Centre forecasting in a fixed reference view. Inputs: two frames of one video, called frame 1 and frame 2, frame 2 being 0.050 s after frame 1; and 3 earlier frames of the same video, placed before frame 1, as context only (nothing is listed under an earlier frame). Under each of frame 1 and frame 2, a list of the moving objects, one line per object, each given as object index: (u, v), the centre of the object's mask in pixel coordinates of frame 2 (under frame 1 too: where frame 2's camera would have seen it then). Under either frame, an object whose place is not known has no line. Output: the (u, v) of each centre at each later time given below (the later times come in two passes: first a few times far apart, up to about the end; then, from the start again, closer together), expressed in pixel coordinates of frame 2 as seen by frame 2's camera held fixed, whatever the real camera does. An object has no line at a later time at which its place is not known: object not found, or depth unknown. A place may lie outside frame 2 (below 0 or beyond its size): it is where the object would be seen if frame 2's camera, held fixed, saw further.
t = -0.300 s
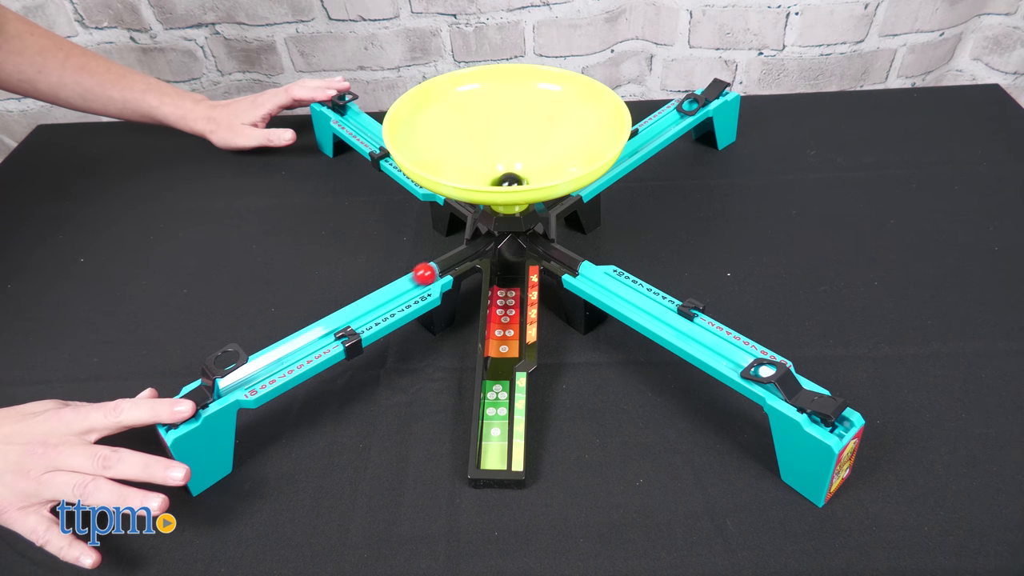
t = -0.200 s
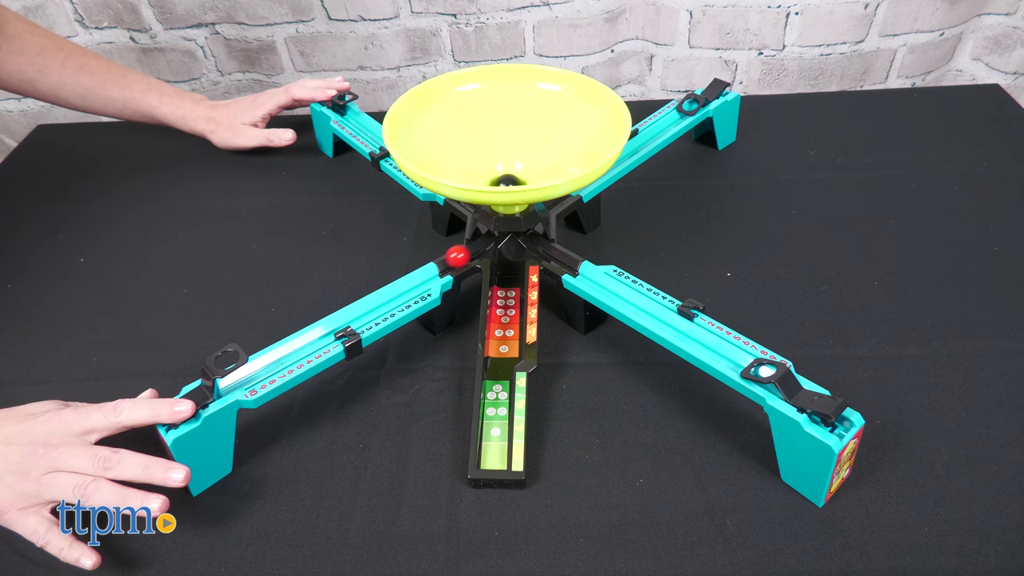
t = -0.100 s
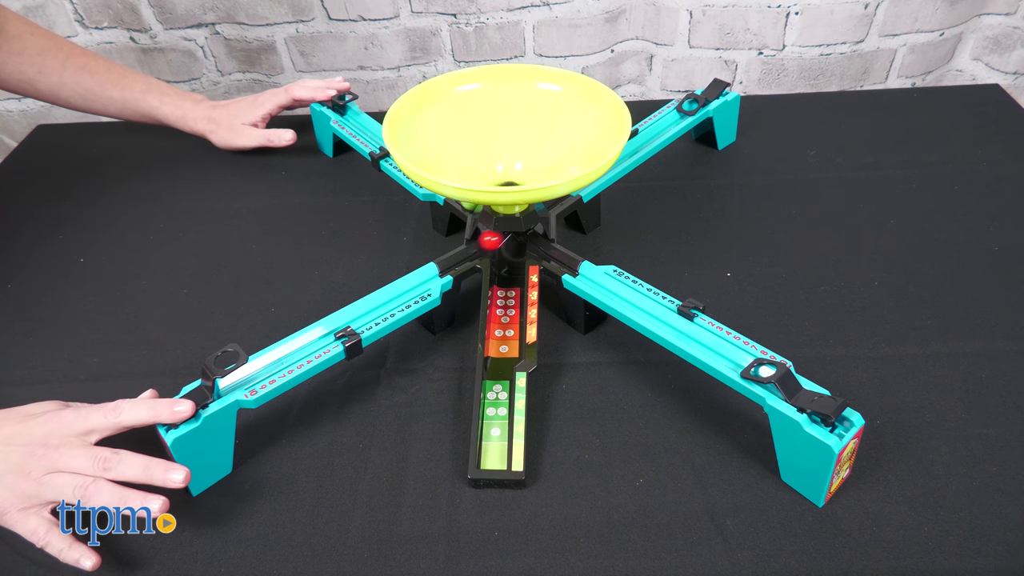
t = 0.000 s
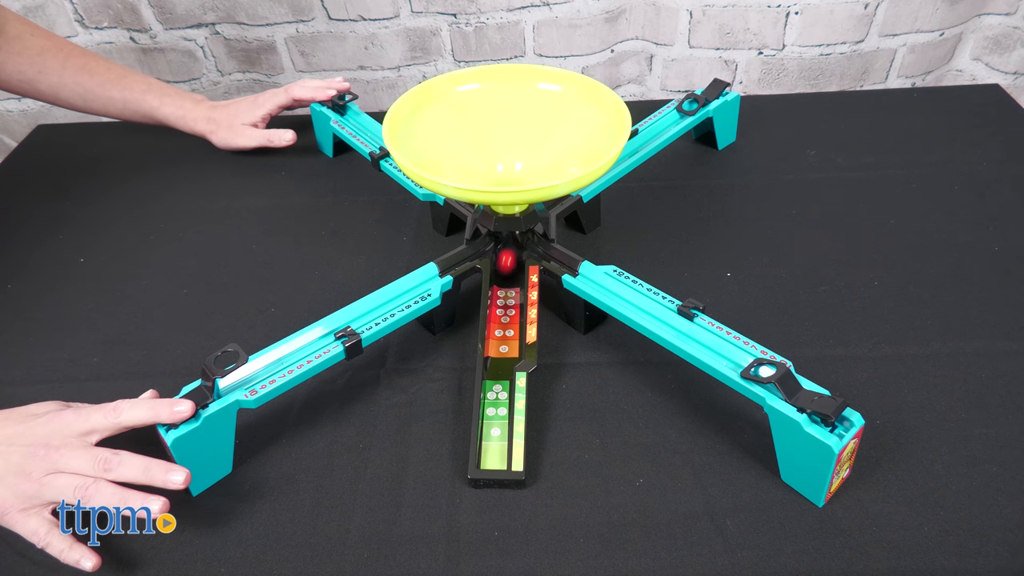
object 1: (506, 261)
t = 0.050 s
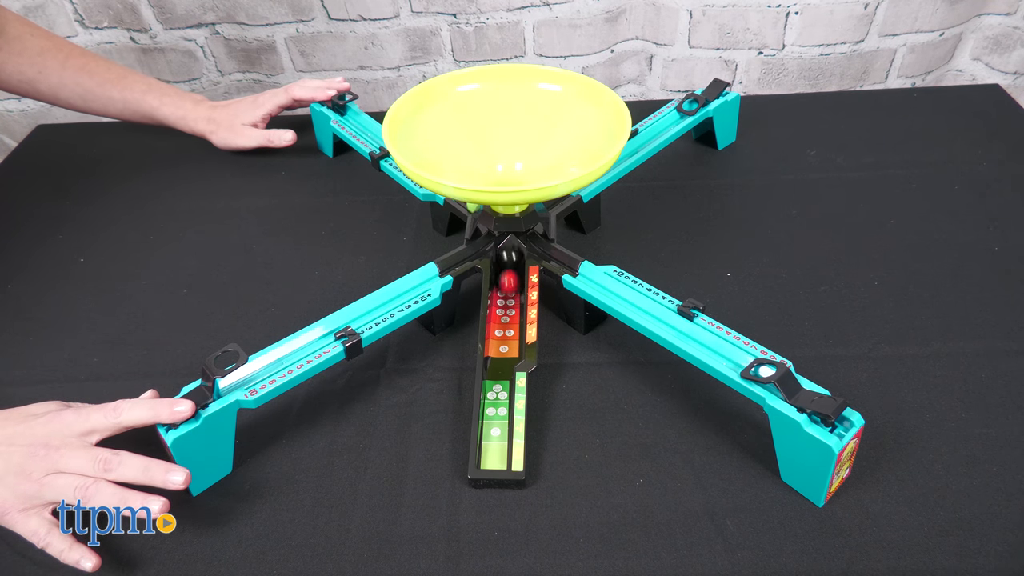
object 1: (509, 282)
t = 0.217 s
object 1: (498, 368)
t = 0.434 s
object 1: (496, 419)
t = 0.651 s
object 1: (491, 447)
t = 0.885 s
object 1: (490, 452)
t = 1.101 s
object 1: (491, 456)
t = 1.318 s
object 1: (491, 456)
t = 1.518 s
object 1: (491, 456)
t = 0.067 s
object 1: (509, 291)
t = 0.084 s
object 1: (510, 302)
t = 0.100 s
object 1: (510, 313)
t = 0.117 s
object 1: (509, 321)
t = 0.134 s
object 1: (509, 332)
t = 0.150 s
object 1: (510, 341)
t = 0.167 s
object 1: (509, 353)
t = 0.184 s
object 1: (508, 361)
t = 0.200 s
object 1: (502, 366)
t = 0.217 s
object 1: (498, 368)
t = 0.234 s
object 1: (498, 369)
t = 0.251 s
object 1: (499, 372)
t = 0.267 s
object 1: (499, 375)
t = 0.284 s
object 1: (498, 379)
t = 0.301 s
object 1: (498, 383)
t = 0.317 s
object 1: (498, 387)
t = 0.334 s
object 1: (498, 391)
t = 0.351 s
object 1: (497, 395)
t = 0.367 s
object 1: (497, 400)
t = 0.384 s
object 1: (497, 405)
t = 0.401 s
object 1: (496, 410)
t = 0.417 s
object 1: (496, 414)
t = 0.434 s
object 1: (496, 419)
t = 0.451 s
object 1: (495, 424)
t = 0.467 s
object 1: (495, 429)
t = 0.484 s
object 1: (494, 435)
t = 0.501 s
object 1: (493, 440)
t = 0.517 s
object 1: (493, 446)
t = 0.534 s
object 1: (492, 452)
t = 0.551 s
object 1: (491, 454)
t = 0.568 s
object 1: (491, 452)
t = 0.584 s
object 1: (491, 450)
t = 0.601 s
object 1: (491, 448)
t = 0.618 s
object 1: (491, 448)
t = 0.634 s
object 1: (491, 447)
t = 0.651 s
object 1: (491, 447)
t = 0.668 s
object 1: (491, 446)
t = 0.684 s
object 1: (491, 446)
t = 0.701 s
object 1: (491, 446)
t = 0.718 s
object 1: (491, 447)
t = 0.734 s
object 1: (491, 446)
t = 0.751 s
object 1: (491, 447)
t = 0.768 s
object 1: (491, 447)
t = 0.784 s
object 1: (491, 447)
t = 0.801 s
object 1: (491, 448)
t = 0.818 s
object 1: (490, 449)
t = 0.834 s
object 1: (490, 449)
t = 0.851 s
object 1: (490, 450)
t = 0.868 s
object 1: (490, 451)
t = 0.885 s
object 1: (490, 452)
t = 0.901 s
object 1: (490, 453)
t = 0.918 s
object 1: (490, 455)
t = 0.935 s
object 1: (490, 455)
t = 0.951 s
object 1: (490, 455)
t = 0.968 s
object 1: (490, 455)
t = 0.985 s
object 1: (490, 455)
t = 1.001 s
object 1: (490, 455)
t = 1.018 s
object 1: (490, 455)
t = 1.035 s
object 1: (490, 455)
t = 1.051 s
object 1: (490, 456)
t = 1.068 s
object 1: (491, 456)
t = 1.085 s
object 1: (491, 456)
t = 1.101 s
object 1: (491, 456)
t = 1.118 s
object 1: (491, 456)
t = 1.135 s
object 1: (491, 456)
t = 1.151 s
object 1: (491, 456)
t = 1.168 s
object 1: (491, 456)
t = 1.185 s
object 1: (491, 456)
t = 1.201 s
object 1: (491, 456)
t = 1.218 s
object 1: (491, 456)
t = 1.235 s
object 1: (491, 456)
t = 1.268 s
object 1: (491, 456)
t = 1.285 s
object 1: (491, 456)
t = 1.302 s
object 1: (491, 456)
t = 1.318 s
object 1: (491, 456)
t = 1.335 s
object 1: (491, 456)
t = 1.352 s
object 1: (491, 456)
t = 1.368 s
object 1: (491, 456)
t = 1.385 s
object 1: (491, 456)
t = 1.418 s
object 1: (491, 456)
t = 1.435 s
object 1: (491, 456)
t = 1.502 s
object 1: (491, 456)
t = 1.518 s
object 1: (491, 456)
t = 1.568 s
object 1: (491, 456)
